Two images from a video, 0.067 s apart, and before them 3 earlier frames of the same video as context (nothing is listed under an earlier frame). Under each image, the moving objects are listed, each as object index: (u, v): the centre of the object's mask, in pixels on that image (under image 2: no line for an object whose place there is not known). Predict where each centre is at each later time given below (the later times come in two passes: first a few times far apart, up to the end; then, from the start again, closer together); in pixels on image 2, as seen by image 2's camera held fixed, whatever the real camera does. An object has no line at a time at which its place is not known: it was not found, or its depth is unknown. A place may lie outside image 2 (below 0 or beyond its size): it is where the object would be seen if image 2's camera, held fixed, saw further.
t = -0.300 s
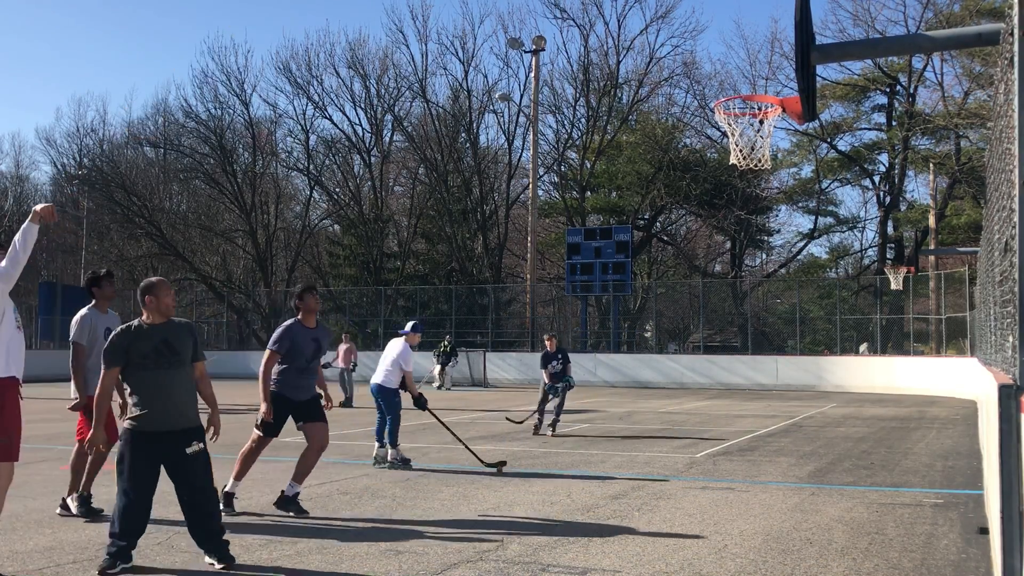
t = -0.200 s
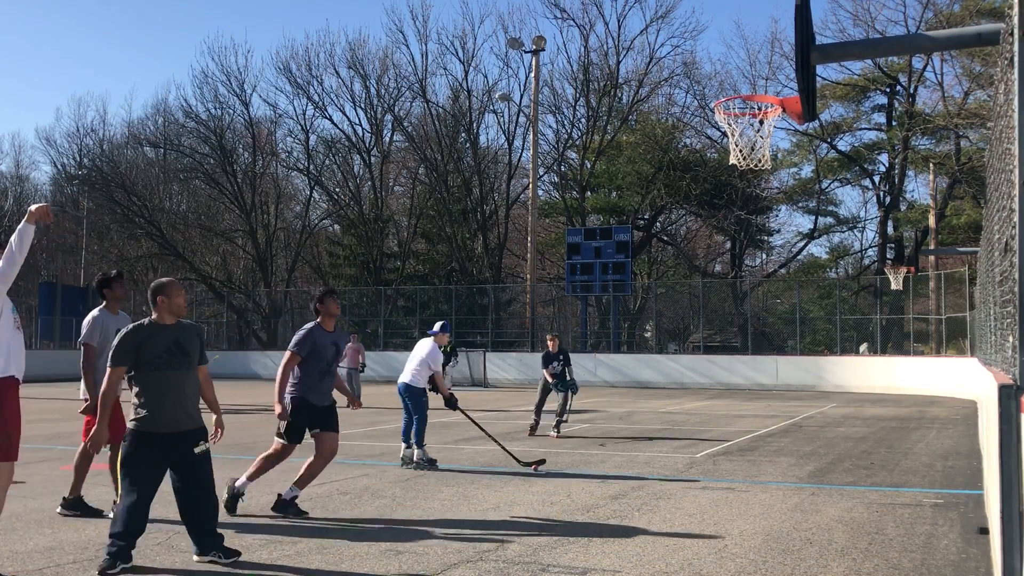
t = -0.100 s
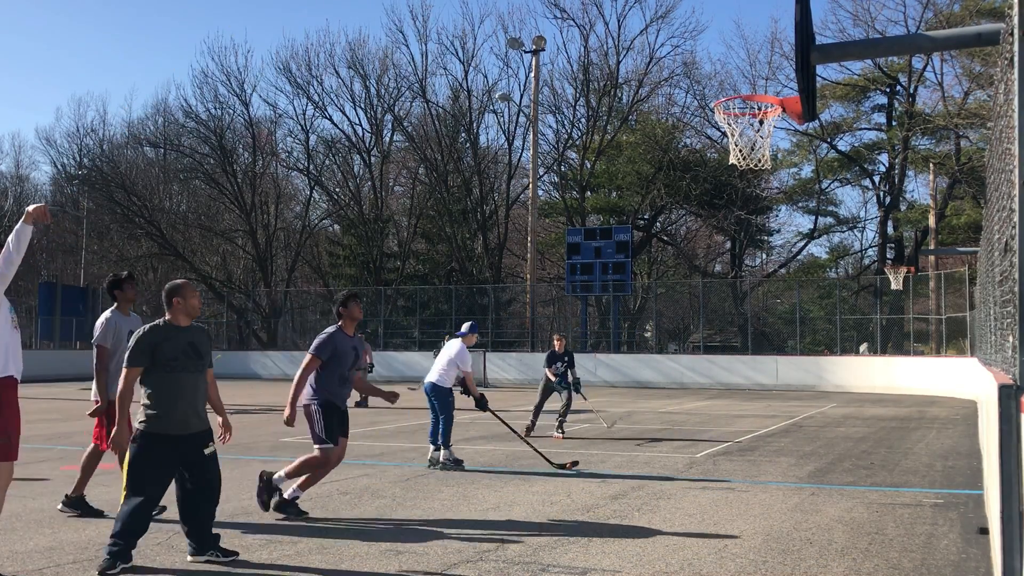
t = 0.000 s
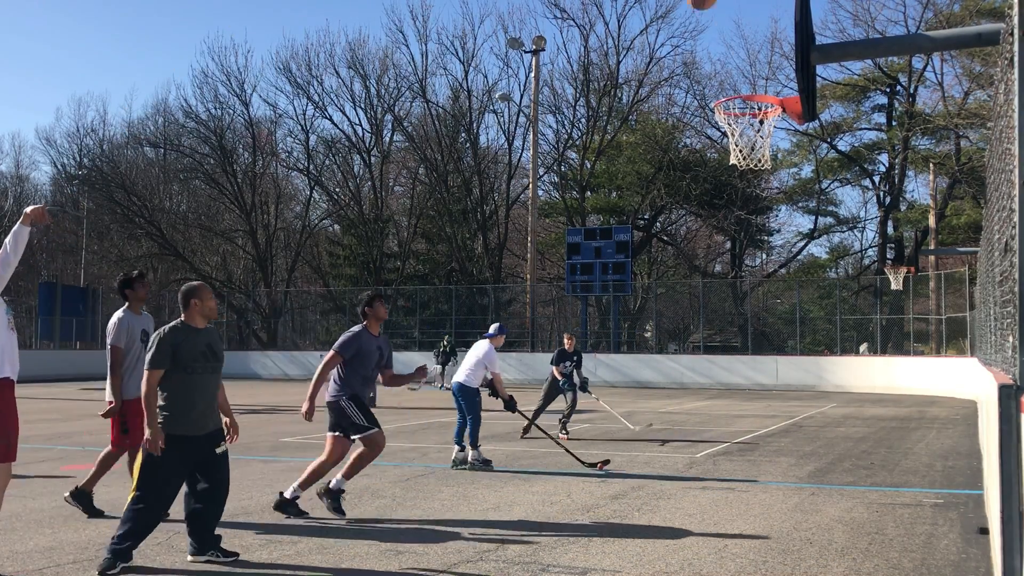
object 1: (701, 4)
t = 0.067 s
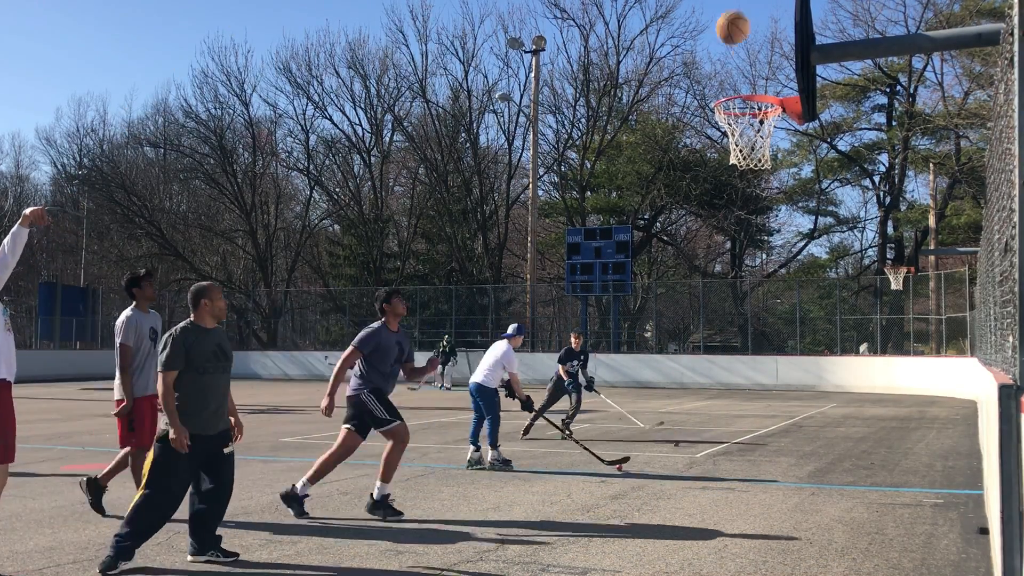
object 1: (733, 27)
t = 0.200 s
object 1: (786, 90)
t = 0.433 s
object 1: (731, 117)
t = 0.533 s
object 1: (707, 147)
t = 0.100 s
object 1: (748, 46)
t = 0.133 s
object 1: (762, 67)
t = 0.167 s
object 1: (778, 85)
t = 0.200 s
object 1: (786, 90)
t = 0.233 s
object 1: (782, 89)
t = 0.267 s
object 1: (775, 89)
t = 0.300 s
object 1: (764, 94)
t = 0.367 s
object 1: (747, 108)
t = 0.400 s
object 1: (739, 108)
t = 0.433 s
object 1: (731, 117)
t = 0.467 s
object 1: (717, 131)
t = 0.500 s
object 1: (714, 137)
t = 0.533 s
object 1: (707, 147)
